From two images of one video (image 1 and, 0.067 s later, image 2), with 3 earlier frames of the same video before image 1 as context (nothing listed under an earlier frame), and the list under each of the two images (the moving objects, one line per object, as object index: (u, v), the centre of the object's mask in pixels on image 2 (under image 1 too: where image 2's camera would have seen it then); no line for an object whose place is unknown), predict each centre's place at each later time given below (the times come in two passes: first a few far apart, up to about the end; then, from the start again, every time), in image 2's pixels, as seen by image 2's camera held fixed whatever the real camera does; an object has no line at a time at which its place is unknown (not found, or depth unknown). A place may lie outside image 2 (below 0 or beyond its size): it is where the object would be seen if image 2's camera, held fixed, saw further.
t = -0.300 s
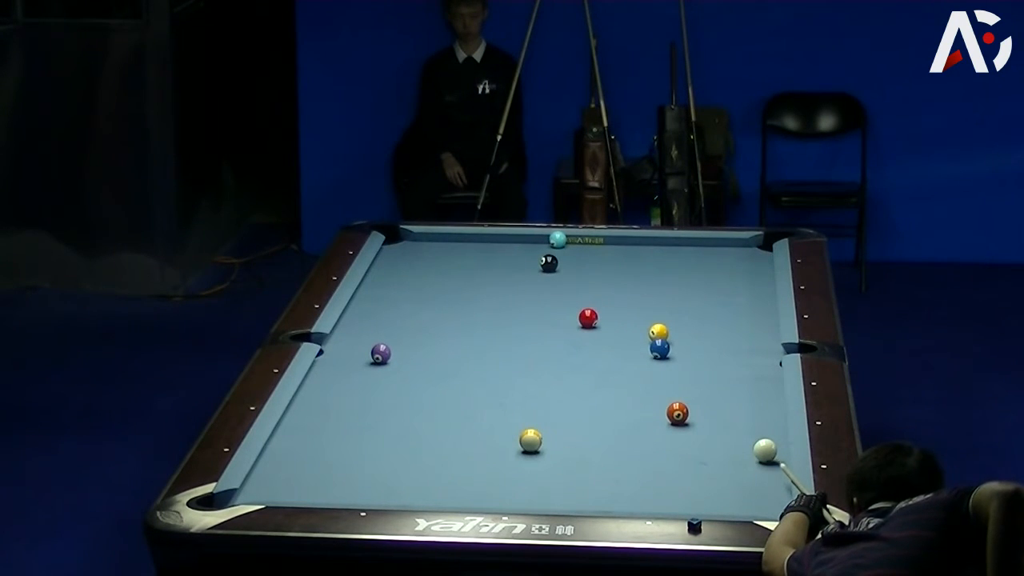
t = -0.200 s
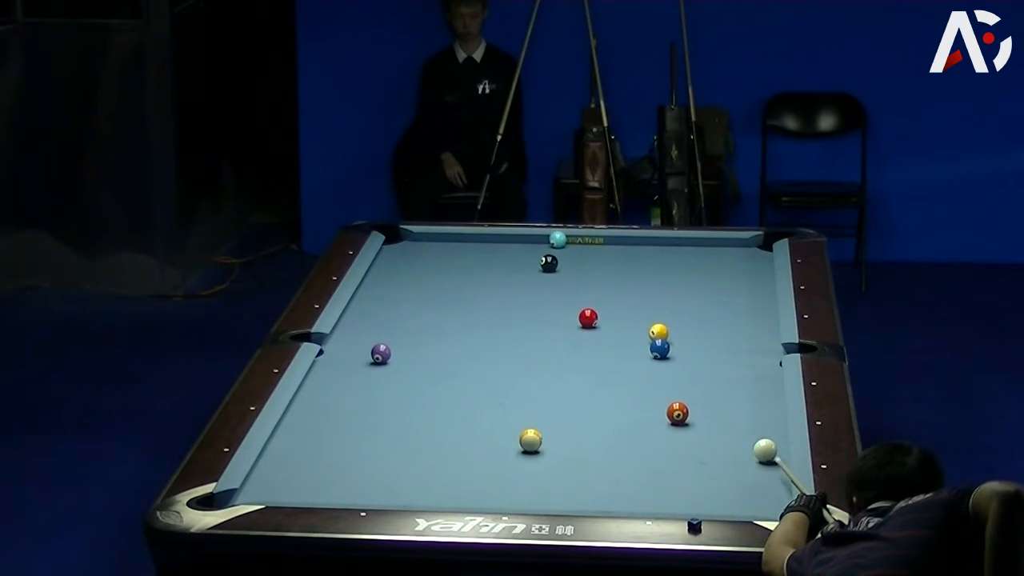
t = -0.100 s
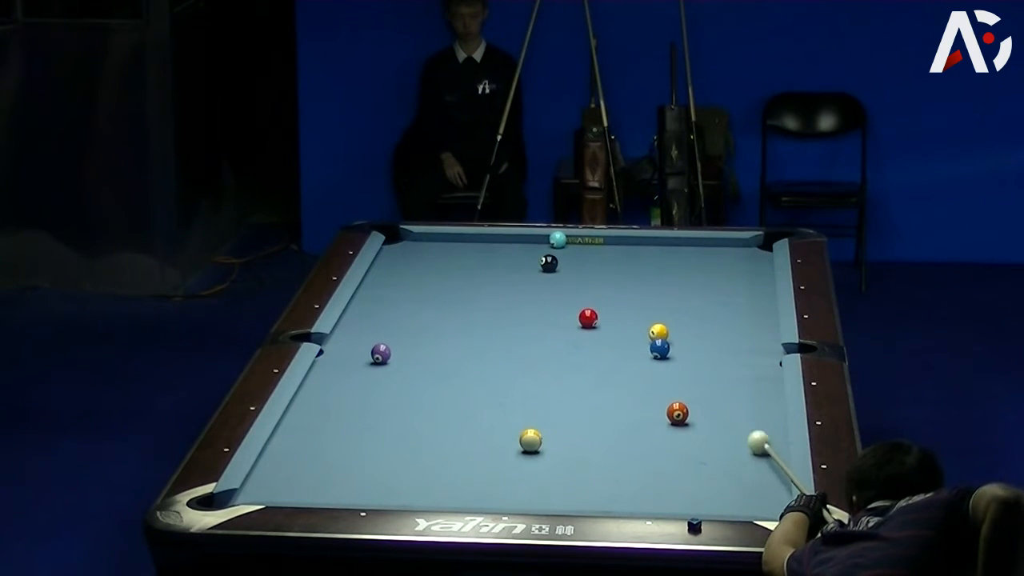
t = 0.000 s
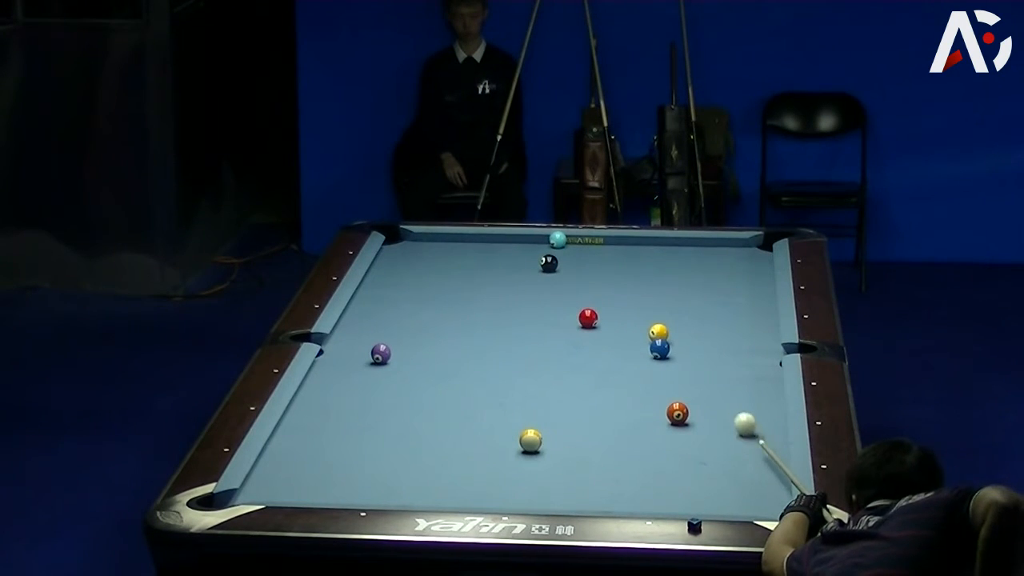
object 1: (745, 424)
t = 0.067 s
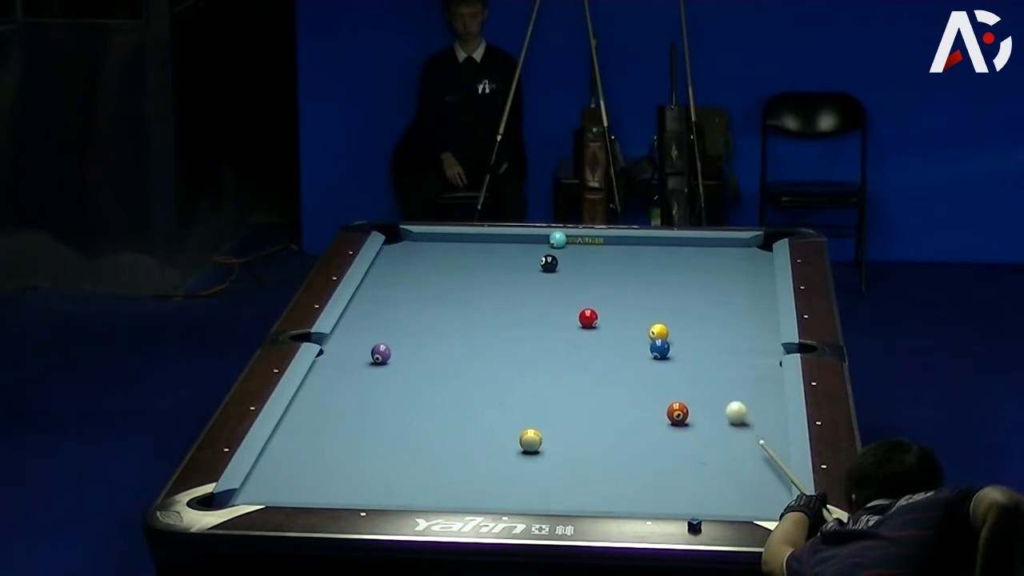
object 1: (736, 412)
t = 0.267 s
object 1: (712, 381)
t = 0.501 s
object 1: (688, 348)
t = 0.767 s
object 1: (688, 318)
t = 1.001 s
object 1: (699, 295)
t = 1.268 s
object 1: (711, 271)
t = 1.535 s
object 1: (721, 249)
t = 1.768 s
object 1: (730, 249)
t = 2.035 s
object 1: (740, 261)
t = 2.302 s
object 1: (751, 273)
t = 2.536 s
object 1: (760, 284)
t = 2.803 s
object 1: (765, 296)
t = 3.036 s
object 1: (761, 305)
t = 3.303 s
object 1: (756, 316)
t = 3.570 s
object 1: (751, 326)
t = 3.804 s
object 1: (747, 335)
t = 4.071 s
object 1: (742, 344)
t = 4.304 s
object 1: (738, 352)
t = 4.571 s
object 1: (733, 361)
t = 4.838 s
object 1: (729, 370)
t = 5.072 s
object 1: (725, 377)
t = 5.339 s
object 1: (720, 384)
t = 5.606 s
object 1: (716, 392)
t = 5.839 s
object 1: (712, 398)
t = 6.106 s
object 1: (709, 403)
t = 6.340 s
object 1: (707, 409)
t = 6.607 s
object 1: (704, 414)
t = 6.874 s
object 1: (702, 419)
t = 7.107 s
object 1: (701, 423)
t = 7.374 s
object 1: (701, 426)
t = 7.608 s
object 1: (700, 429)
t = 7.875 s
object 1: (701, 432)
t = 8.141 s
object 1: (702, 433)
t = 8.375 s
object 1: (702, 435)
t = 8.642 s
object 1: (702, 435)
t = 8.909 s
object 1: (702, 436)
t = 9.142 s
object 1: (702, 436)
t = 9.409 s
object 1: (702, 436)
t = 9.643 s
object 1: (702, 436)
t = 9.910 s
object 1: (702, 436)
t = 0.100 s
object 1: (732, 407)
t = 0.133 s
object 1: (728, 402)
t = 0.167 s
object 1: (724, 397)
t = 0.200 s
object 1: (720, 391)
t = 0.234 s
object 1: (716, 387)
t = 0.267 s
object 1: (712, 381)
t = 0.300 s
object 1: (709, 376)
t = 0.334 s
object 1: (705, 371)
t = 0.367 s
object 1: (701, 366)
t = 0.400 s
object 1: (698, 362)
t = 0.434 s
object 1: (694, 357)
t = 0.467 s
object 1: (691, 353)
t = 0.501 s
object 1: (688, 348)
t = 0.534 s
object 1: (684, 344)
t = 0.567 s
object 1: (681, 339)
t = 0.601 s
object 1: (678, 336)
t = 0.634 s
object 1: (681, 332)
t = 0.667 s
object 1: (683, 328)
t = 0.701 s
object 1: (685, 325)
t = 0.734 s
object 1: (687, 321)
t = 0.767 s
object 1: (688, 318)
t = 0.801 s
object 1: (690, 315)
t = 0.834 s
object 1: (691, 311)
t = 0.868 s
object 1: (693, 308)
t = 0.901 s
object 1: (694, 304)
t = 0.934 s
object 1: (696, 301)
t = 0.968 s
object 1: (698, 298)
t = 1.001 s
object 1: (699, 295)
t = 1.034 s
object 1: (701, 292)
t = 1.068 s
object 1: (702, 289)
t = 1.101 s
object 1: (704, 286)
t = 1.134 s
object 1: (705, 283)
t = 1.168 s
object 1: (707, 280)
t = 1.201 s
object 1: (708, 277)
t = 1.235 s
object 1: (709, 274)
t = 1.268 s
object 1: (711, 271)
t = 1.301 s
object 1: (712, 268)
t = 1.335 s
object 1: (714, 266)
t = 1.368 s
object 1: (715, 263)
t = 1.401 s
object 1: (716, 260)
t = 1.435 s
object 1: (717, 257)
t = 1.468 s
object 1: (719, 255)
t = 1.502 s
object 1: (720, 252)
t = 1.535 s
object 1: (721, 249)
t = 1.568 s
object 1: (722, 247)
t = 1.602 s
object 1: (724, 244)
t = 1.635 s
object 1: (725, 242)
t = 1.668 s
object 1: (726, 244)
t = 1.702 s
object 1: (728, 245)
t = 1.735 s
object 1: (729, 247)
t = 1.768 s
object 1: (730, 249)
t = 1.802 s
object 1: (732, 250)
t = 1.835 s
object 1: (733, 252)
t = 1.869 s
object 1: (734, 253)
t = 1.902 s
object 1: (735, 255)
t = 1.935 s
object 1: (737, 256)
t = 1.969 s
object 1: (738, 258)
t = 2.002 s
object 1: (739, 259)
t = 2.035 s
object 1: (740, 261)
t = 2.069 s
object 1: (742, 262)
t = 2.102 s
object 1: (743, 264)
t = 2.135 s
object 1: (744, 266)
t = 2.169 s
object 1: (745, 267)
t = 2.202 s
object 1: (747, 269)
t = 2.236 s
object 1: (748, 270)
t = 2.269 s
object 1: (750, 272)
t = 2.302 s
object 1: (751, 273)
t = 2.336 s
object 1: (752, 275)
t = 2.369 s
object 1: (753, 277)
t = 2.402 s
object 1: (755, 278)
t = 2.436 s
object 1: (756, 280)
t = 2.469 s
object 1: (757, 281)
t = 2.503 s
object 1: (758, 283)
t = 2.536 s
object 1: (760, 284)
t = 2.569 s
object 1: (761, 286)
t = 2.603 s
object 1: (762, 287)
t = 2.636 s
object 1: (763, 289)
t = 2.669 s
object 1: (765, 291)
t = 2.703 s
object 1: (766, 292)
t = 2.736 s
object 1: (766, 293)
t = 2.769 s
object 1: (765, 295)
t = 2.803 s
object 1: (765, 296)
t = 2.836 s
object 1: (764, 298)
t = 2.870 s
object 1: (763, 299)
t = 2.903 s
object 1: (763, 300)
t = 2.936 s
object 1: (762, 302)
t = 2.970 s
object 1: (762, 303)
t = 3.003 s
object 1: (761, 304)
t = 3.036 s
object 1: (761, 305)
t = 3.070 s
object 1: (760, 307)
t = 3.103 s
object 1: (760, 308)
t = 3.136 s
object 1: (759, 309)
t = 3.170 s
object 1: (758, 311)
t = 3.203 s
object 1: (758, 312)
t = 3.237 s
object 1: (757, 313)
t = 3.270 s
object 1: (757, 315)
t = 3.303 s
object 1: (756, 316)
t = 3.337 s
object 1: (755, 317)
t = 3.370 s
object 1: (755, 319)
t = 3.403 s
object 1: (754, 320)
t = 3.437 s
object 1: (754, 321)
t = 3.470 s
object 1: (753, 322)
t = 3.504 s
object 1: (753, 324)
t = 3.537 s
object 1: (752, 325)
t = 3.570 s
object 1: (751, 326)
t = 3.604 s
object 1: (751, 327)
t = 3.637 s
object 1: (750, 329)
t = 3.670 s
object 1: (750, 330)
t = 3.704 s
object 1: (749, 331)
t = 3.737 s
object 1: (748, 332)
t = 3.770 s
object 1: (748, 333)
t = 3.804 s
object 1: (747, 335)
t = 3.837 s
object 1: (747, 336)
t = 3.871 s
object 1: (746, 337)
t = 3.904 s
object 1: (745, 338)
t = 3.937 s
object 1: (745, 339)
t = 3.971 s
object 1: (744, 341)
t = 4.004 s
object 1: (744, 342)
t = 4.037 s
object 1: (743, 343)
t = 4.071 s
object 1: (742, 344)
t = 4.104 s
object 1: (742, 345)
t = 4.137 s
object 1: (741, 347)
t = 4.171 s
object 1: (741, 348)
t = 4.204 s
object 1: (740, 349)
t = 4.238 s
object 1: (739, 350)
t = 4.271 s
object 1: (739, 351)
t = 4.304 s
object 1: (738, 352)
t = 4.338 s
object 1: (737, 353)
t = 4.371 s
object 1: (737, 354)
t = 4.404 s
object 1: (736, 356)
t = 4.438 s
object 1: (735, 357)
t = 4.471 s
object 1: (735, 358)
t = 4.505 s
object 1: (734, 359)
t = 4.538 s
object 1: (733, 360)
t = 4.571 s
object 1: (733, 361)
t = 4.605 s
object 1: (732, 362)
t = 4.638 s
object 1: (732, 363)
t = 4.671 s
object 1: (731, 364)
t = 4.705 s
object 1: (731, 366)
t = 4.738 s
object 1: (730, 367)
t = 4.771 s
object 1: (730, 368)
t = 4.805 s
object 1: (729, 369)
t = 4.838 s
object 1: (729, 370)
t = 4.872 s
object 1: (728, 371)
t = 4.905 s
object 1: (727, 372)
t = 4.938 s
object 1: (727, 373)
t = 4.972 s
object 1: (726, 374)
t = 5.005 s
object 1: (726, 375)
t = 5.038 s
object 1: (725, 376)
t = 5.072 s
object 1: (725, 377)
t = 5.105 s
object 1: (724, 378)
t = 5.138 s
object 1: (723, 379)
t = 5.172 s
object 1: (723, 380)
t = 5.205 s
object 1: (722, 381)
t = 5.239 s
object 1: (722, 381)
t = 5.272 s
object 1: (721, 382)
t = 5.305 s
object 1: (721, 383)
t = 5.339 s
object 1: (720, 384)
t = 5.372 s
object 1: (720, 385)
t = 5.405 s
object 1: (719, 386)
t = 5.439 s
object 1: (718, 387)
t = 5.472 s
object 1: (718, 388)
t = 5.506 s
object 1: (717, 389)
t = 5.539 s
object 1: (717, 390)
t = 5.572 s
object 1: (716, 391)
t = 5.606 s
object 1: (716, 392)
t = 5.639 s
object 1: (715, 392)
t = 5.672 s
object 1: (715, 393)
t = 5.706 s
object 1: (714, 394)
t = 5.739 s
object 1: (714, 395)
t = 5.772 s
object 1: (713, 396)
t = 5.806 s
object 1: (713, 397)
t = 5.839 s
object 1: (712, 398)
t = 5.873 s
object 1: (712, 398)
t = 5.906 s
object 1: (711, 399)
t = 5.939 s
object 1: (711, 400)
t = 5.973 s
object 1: (711, 401)
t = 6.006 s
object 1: (710, 401)
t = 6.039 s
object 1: (710, 402)
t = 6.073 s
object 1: (709, 403)
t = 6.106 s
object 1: (709, 403)
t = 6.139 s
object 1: (709, 404)
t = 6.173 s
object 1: (708, 405)
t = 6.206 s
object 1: (708, 406)
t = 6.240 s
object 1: (708, 407)
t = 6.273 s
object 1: (707, 407)
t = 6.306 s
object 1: (707, 408)
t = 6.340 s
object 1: (707, 409)
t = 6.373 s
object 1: (706, 409)
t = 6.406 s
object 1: (706, 410)
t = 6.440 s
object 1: (706, 411)
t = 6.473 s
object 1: (705, 411)
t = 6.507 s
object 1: (705, 412)
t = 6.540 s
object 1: (705, 413)
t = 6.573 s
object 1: (705, 413)
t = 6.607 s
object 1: (704, 414)
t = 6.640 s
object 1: (704, 415)
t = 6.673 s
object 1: (704, 415)
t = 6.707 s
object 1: (703, 416)
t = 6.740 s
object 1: (703, 416)
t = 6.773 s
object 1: (703, 417)
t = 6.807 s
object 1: (703, 418)
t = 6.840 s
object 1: (702, 418)
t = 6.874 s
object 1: (702, 419)
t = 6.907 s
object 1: (702, 419)
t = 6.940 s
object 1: (702, 420)
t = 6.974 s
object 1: (702, 421)
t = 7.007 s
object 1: (702, 421)
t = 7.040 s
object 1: (701, 422)
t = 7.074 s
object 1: (701, 422)
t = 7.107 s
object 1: (701, 423)
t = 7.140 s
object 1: (701, 423)
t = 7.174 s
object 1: (701, 423)
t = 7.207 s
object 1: (701, 424)
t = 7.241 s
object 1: (701, 425)
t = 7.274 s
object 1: (701, 425)
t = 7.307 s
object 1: (701, 425)
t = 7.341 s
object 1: (701, 426)
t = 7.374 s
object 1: (701, 426)
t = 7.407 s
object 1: (701, 426)
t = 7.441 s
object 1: (701, 427)
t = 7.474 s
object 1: (701, 428)
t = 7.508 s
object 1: (701, 428)
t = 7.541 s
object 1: (701, 428)
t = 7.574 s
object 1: (701, 429)
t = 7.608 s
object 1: (700, 429)
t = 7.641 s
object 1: (701, 430)
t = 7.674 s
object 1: (701, 430)
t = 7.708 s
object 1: (701, 430)
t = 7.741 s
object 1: (701, 430)
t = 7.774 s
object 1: (701, 431)
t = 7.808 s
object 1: (701, 431)
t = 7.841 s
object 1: (701, 431)
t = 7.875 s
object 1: (701, 432)
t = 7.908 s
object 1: (701, 432)
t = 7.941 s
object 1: (702, 432)
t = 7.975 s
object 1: (702, 432)
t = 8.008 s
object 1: (702, 433)
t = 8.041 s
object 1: (702, 433)
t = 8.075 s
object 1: (702, 433)
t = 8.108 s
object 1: (702, 433)
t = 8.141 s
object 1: (702, 433)
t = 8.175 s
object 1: (702, 434)
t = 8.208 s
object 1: (702, 434)
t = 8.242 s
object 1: (702, 434)
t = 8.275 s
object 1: (702, 434)
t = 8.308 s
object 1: (702, 434)
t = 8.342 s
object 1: (702, 435)
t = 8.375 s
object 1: (702, 435)
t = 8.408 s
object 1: (702, 435)
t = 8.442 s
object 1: (702, 435)
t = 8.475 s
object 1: (702, 435)
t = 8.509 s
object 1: (702, 435)
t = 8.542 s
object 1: (702, 435)
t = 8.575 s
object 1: (702, 435)
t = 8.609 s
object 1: (702, 435)
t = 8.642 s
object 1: (702, 435)
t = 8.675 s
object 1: (702, 436)
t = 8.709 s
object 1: (702, 436)
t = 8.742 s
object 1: (702, 436)
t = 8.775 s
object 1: (702, 436)
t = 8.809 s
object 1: (702, 436)
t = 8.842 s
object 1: (702, 436)
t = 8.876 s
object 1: (702, 436)
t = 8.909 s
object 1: (702, 436)
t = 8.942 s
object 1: (702, 436)
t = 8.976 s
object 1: (702, 436)
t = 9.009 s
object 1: (702, 436)
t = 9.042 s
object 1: (702, 436)
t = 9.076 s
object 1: (702, 436)
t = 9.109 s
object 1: (702, 436)
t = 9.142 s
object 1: (702, 436)
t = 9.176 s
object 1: (702, 436)
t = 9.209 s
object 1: (702, 436)
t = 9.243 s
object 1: (702, 436)
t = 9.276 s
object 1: (702, 436)
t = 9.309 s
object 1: (702, 436)
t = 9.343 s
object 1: (702, 436)
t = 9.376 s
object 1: (702, 436)
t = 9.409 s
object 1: (702, 436)
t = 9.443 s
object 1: (702, 436)
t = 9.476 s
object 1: (702, 436)
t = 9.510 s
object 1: (702, 436)
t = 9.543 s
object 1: (702, 436)
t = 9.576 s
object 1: (702, 436)
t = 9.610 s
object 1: (702, 436)
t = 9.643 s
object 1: (702, 436)
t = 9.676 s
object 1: (702, 436)
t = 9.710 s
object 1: (702, 436)
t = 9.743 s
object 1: (702, 436)
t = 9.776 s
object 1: (702, 436)
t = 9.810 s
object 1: (702, 436)
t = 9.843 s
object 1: (702, 436)
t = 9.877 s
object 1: (702, 436)
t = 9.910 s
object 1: (702, 436)
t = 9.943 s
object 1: (702, 436)
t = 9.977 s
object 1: (702, 436)
